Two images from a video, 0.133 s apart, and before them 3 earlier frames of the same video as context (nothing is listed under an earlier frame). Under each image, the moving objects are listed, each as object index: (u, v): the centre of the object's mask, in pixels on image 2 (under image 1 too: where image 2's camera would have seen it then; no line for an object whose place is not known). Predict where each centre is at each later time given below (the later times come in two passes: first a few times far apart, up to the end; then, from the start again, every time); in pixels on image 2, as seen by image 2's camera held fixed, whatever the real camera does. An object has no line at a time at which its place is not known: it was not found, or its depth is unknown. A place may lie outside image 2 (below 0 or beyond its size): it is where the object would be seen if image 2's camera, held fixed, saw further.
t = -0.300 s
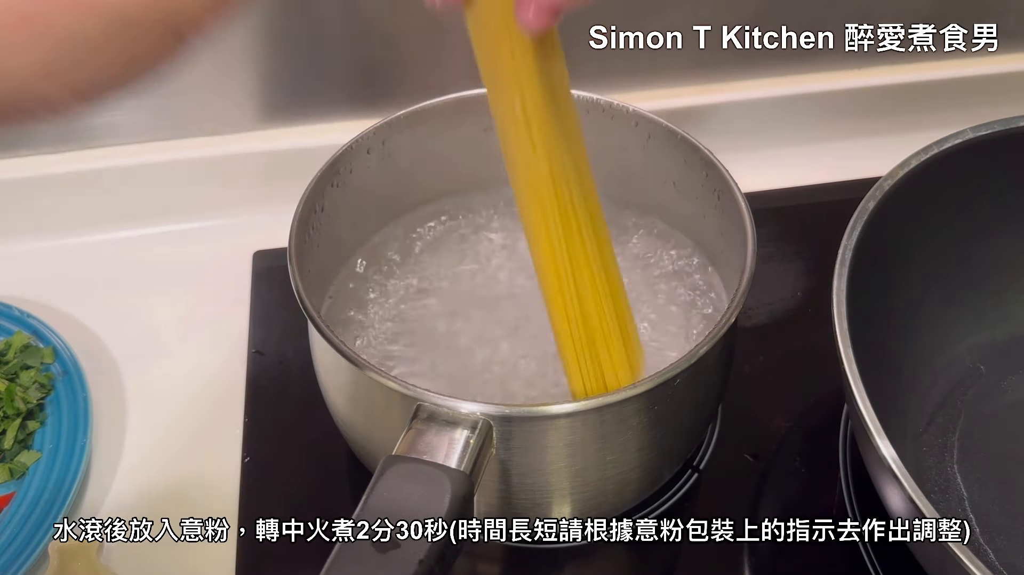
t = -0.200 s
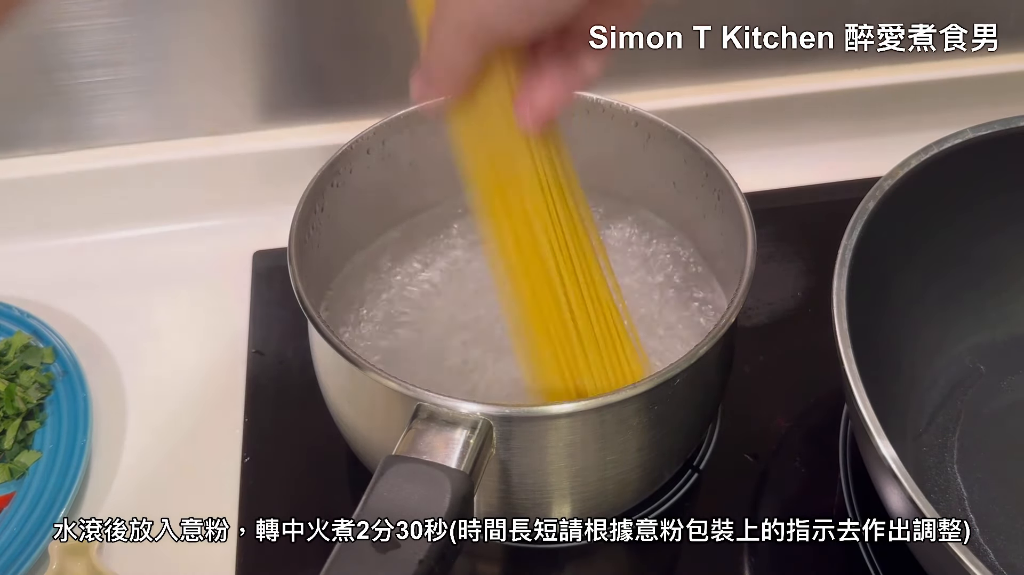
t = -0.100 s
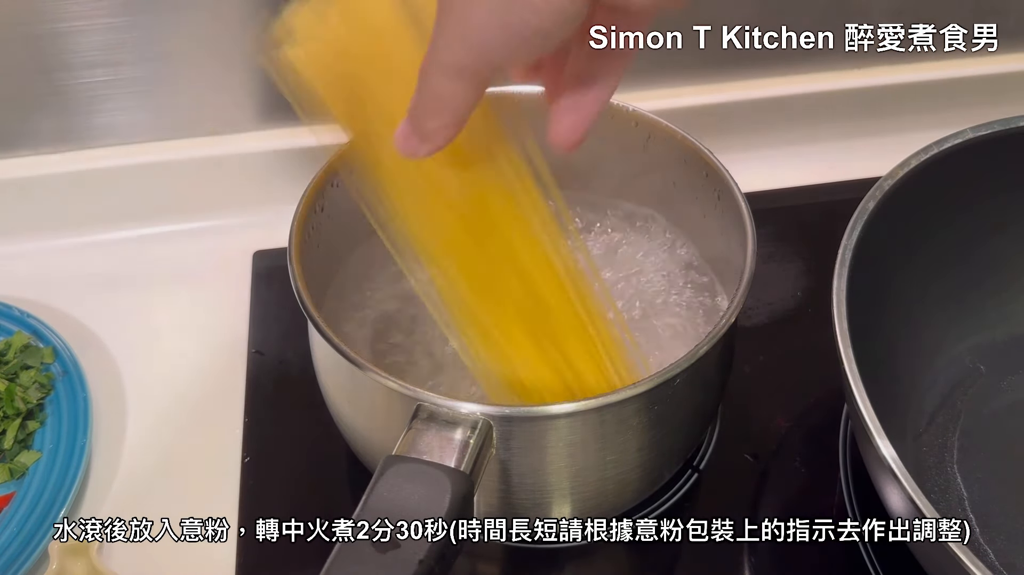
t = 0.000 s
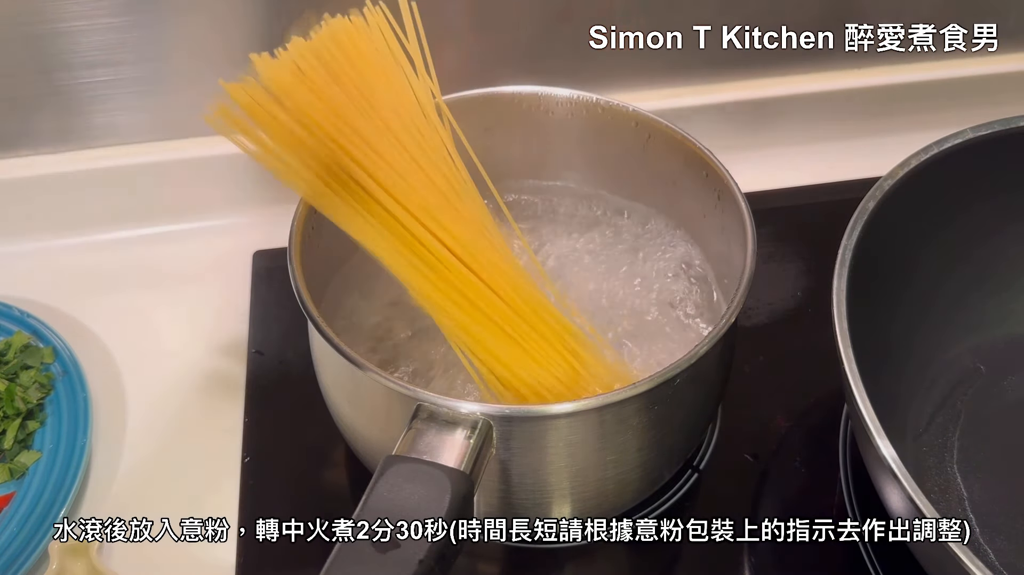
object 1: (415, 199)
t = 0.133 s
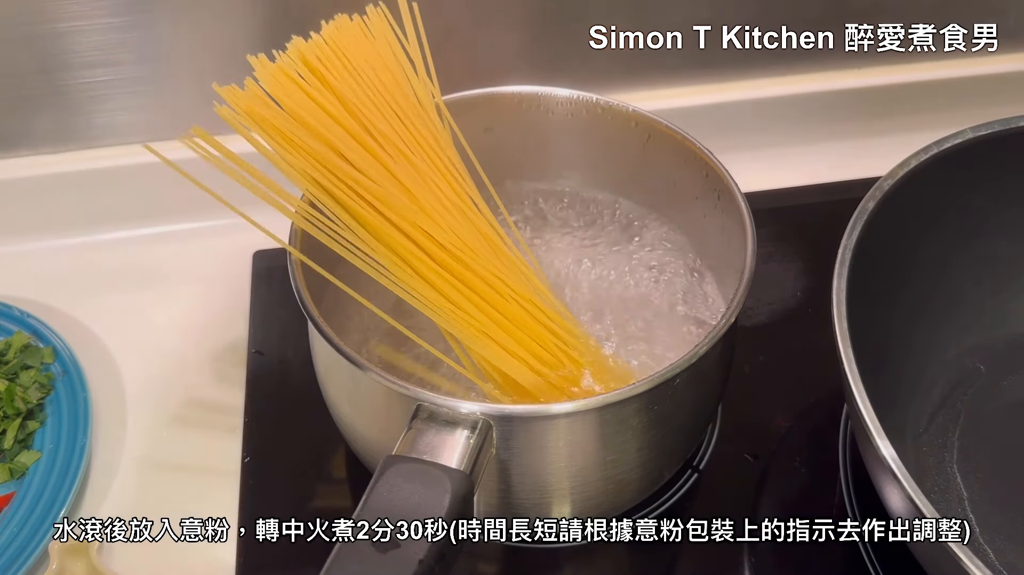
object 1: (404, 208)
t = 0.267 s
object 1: (406, 205)
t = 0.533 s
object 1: (404, 202)
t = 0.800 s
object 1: (405, 202)
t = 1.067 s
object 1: (405, 203)
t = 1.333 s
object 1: (404, 202)
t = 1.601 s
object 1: (406, 200)
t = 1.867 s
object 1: (407, 201)
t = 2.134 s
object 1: (407, 200)
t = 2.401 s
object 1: (408, 201)
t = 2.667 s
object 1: (408, 200)
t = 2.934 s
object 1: (408, 200)
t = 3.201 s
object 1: (408, 200)
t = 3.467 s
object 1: (407, 199)
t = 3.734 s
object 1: (408, 200)
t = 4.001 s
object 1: (408, 199)
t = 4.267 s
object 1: (408, 199)
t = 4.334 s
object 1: (408, 199)
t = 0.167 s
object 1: (404, 203)
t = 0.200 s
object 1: (404, 203)
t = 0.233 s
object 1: (404, 203)
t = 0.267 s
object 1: (406, 205)
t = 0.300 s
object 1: (403, 204)
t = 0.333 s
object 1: (403, 204)
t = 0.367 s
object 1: (403, 204)
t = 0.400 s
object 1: (402, 203)
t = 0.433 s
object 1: (403, 204)
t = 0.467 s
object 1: (403, 204)
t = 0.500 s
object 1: (402, 204)
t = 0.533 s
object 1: (404, 202)
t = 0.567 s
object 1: (404, 202)
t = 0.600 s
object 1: (404, 202)
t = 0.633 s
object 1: (405, 202)
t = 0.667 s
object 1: (405, 202)
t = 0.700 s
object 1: (405, 202)
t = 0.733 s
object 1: (406, 203)
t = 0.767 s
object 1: (406, 203)
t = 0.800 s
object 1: (405, 202)
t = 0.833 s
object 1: (405, 202)
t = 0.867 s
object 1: (405, 202)
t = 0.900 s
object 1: (405, 202)
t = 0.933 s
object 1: (405, 203)
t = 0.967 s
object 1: (405, 203)
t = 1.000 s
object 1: (405, 203)
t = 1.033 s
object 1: (405, 203)
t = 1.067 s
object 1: (405, 203)
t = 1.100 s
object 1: (405, 203)
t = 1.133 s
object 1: (405, 203)
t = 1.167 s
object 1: (405, 203)
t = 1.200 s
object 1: (405, 203)
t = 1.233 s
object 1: (404, 203)
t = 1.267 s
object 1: (404, 202)
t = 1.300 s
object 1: (404, 202)
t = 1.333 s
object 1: (404, 202)
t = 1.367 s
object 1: (405, 202)
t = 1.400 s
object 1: (404, 201)
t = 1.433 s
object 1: (406, 202)
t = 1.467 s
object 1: (405, 201)
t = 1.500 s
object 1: (406, 201)
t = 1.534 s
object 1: (406, 201)
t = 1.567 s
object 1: (407, 201)
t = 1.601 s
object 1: (406, 200)
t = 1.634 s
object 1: (406, 200)
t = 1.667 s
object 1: (406, 200)
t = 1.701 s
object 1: (406, 200)
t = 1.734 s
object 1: (406, 200)
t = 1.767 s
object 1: (406, 200)
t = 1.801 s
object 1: (407, 201)
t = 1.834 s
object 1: (407, 201)
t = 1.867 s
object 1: (407, 201)
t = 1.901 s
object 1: (406, 201)
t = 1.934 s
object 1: (406, 200)
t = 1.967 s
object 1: (407, 200)
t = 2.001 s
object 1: (407, 201)
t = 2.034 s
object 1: (407, 200)
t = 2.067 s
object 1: (407, 201)
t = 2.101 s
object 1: (407, 200)
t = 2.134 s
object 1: (407, 200)
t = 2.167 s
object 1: (407, 201)
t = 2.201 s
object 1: (407, 200)
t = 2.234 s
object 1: (407, 200)
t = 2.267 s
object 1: (408, 201)
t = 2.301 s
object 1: (407, 200)
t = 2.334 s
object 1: (407, 200)
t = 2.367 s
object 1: (407, 201)
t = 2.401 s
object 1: (408, 201)
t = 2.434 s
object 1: (407, 201)
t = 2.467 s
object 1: (407, 200)
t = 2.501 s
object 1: (407, 200)
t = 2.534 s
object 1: (408, 200)
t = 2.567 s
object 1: (408, 201)
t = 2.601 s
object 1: (408, 200)
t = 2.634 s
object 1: (408, 200)
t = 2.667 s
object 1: (408, 200)
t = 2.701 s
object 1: (408, 200)
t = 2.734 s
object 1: (408, 200)
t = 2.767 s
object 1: (407, 200)
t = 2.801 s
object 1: (408, 200)
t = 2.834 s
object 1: (407, 200)
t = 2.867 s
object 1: (407, 200)
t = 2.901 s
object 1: (407, 200)
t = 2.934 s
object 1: (408, 200)
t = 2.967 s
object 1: (408, 200)
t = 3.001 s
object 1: (407, 200)
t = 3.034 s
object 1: (409, 201)
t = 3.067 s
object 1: (408, 200)
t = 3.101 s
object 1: (409, 201)
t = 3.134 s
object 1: (409, 200)
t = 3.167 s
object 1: (407, 199)
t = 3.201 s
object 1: (408, 200)
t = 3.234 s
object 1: (407, 199)
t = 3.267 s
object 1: (407, 199)
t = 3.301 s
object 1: (407, 199)
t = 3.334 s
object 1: (407, 199)
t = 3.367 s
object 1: (407, 199)
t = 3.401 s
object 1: (407, 199)
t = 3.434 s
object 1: (407, 199)
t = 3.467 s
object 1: (407, 199)
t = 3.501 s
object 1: (407, 199)
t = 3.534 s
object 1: (407, 199)
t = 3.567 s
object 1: (408, 200)
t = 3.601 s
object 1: (408, 200)
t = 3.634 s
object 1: (408, 200)
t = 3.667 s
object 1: (408, 200)
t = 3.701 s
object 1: (408, 200)
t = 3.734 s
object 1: (408, 200)
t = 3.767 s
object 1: (408, 199)
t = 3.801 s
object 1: (408, 199)
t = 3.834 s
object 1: (407, 199)
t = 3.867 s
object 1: (408, 199)
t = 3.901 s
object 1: (408, 200)
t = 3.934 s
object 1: (409, 200)
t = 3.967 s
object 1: (409, 200)
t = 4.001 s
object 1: (408, 199)
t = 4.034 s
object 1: (407, 199)
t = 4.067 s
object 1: (407, 199)
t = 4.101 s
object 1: (408, 199)
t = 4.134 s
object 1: (408, 199)
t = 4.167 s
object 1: (408, 199)
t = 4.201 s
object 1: (408, 199)
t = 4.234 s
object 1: (408, 199)
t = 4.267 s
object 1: (408, 199)
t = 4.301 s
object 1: (409, 200)
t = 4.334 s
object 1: (408, 199)
